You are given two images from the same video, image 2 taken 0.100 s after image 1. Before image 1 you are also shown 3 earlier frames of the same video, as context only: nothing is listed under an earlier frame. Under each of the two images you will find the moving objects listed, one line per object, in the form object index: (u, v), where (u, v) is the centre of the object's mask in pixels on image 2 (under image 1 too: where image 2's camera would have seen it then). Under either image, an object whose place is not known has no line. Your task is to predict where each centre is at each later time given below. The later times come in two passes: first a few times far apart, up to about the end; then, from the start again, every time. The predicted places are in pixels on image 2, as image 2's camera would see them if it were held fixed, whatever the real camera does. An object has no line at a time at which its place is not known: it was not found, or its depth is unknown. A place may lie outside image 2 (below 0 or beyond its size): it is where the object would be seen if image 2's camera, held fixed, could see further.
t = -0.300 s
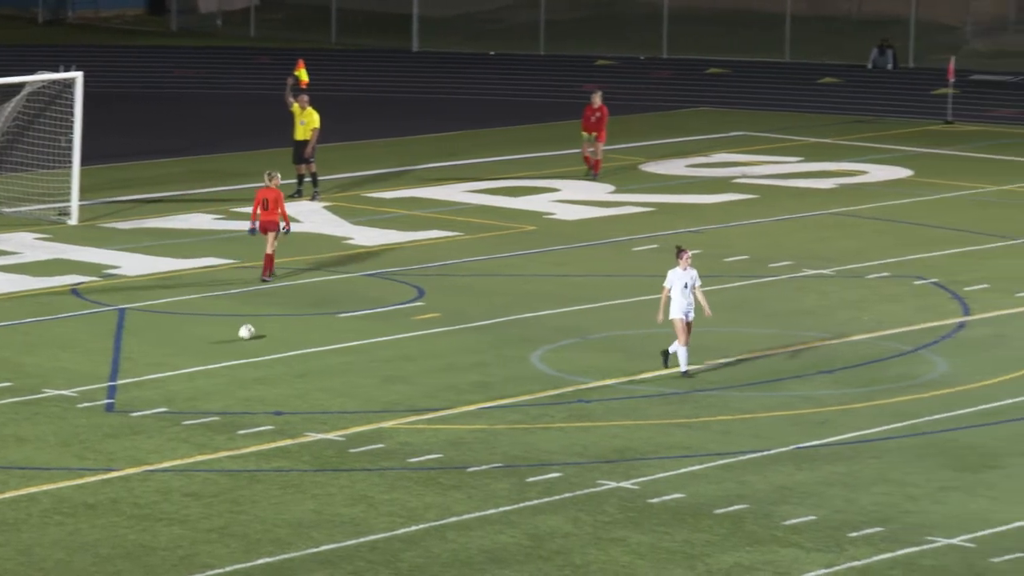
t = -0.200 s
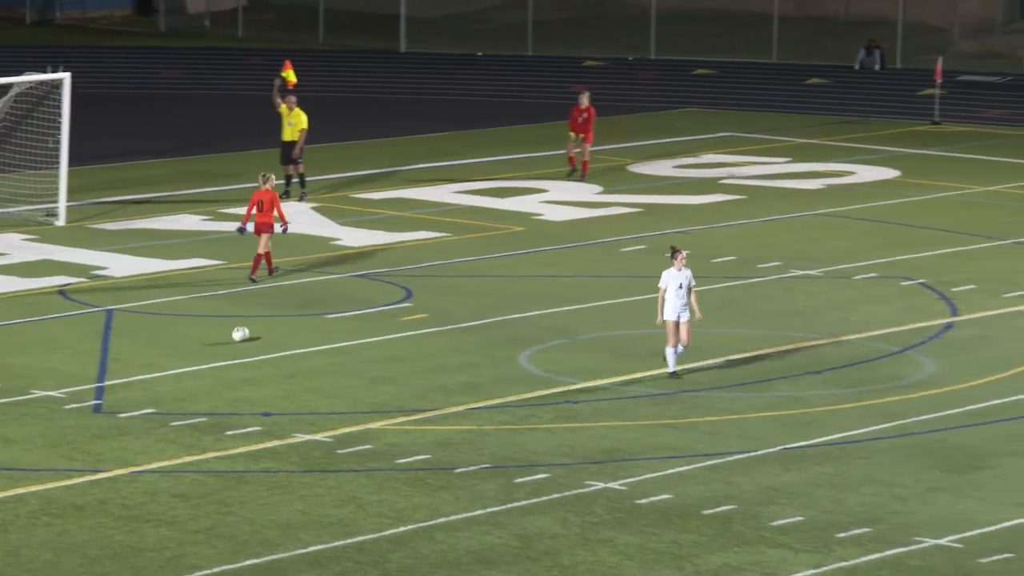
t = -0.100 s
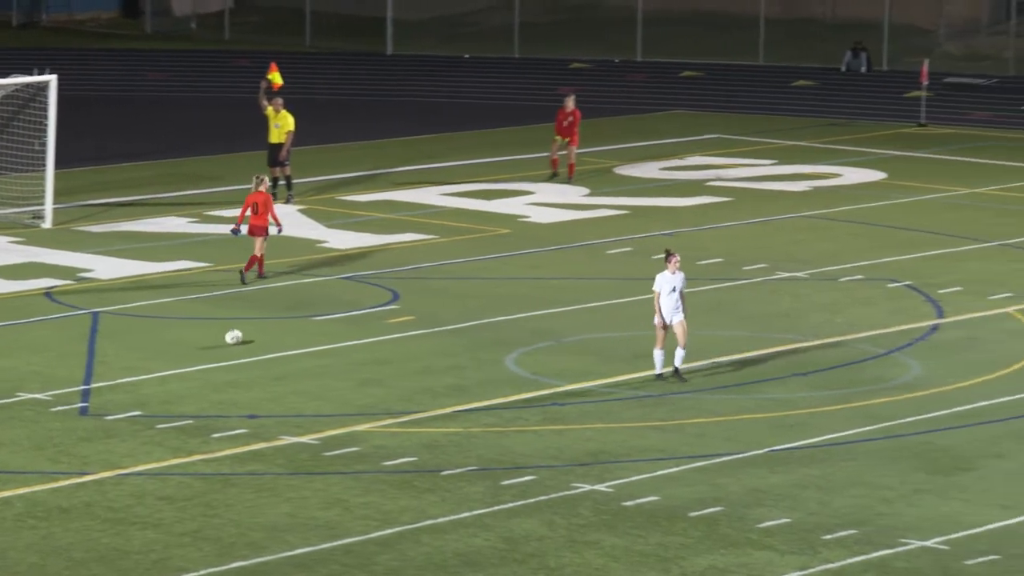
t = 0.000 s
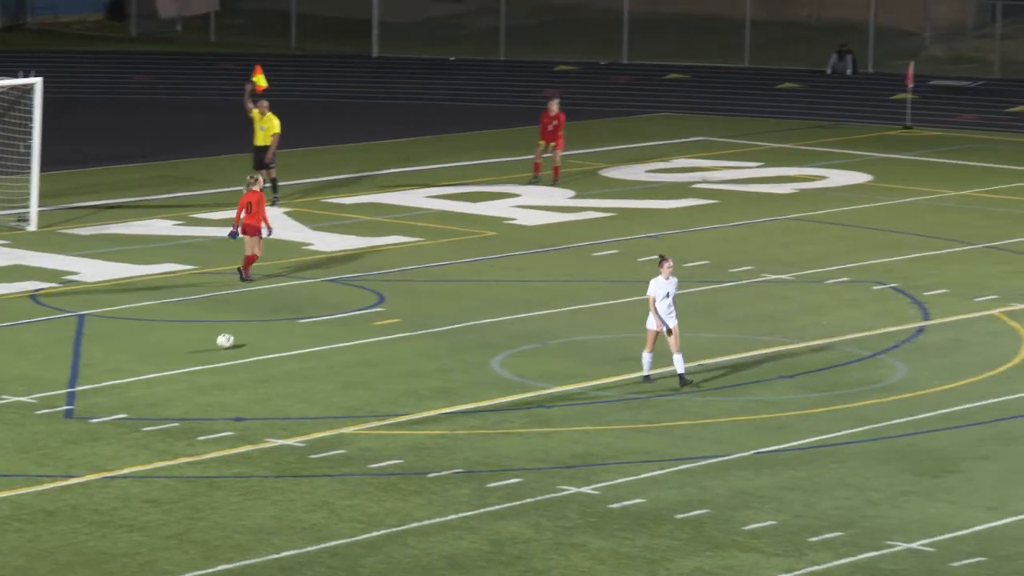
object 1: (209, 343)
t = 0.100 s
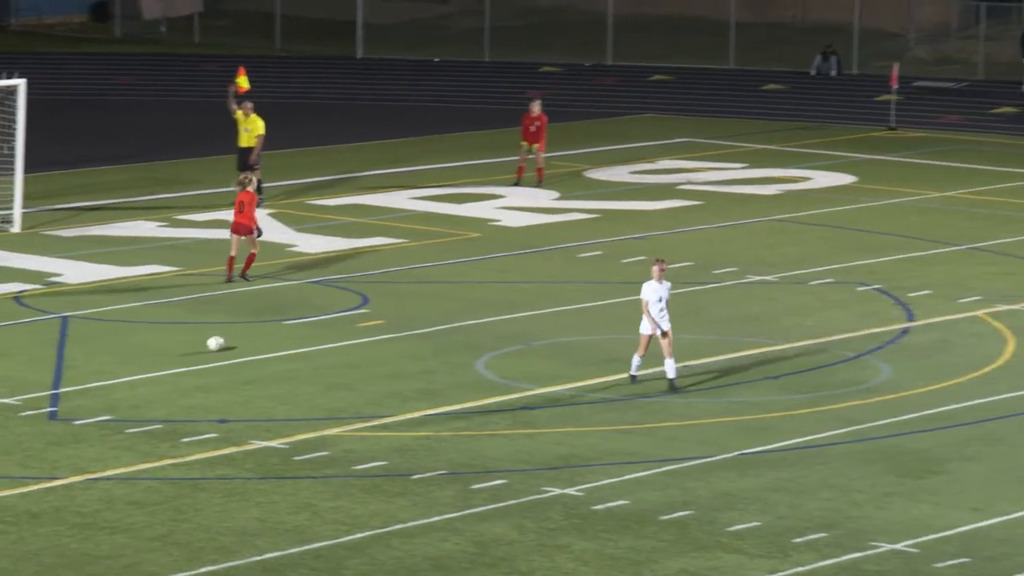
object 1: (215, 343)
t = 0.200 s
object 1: (221, 344)
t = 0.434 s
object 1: (234, 347)
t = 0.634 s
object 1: (245, 348)
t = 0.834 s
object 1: (254, 350)
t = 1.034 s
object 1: (264, 351)
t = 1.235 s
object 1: (273, 352)
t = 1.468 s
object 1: (282, 354)
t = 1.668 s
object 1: (289, 355)
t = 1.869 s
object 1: (295, 356)
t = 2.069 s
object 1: (301, 357)
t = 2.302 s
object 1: (307, 357)
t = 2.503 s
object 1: (310, 357)
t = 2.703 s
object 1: (313, 358)
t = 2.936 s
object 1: (316, 359)
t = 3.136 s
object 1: (318, 359)
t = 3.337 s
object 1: (319, 359)
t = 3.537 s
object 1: (320, 359)
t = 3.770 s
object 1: (320, 359)
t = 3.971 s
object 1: (320, 359)
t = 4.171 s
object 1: (320, 359)
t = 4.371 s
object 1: (321, 359)
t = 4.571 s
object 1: (321, 359)
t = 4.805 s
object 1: (322, 360)
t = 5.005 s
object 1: (321, 360)
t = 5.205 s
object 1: (322, 360)
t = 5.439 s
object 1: (322, 360)
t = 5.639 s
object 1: (322, 360)
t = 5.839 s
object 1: (322, 360)
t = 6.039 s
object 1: (322, 360)
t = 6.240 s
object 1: (322, 360)
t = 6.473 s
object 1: (322, 360)
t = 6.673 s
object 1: (322, 360)
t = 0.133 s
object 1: (217, 344)
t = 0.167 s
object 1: (219, 344)
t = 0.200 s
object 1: (221, 344)
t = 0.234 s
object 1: (223, 345)
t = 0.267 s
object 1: (225, 345)
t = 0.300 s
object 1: (226, 346)
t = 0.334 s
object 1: (228, 346)
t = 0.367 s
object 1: (230, 346)
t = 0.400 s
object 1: (232, 346)
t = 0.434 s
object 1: (234, 347)
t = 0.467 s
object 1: (236, 347)
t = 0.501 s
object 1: (238, 347)
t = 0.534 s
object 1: (239, 348)
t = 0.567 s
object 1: (241, 348)
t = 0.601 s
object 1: (243, 348)
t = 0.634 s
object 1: (245, 348)
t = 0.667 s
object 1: (247, 348)
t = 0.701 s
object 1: (248, 349)
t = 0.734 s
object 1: (250, 349)
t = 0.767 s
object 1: (252, 350)
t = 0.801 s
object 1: (253, 350)
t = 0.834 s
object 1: (254, 350)
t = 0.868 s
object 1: (256, 350)
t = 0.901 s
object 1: (258, 351)
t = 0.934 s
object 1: (259, 351)
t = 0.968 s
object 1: (261, 351)
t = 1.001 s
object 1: (262, 351)
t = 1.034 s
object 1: (264, 351)
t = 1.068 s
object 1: (265, 351)
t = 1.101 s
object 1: (267, 352)
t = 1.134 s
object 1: (268, 352)
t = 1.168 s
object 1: (270, 352)
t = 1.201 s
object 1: (271, 352)
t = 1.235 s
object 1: (273, 352)
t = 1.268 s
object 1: (274, 352)
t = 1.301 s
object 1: (275, 352)
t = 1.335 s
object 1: (277, 353)
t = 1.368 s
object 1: (278, 353)
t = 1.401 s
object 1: (279, 353)
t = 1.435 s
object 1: (281, 353)
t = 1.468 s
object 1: (282, 354)
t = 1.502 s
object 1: (284, 354)
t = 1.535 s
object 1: (284, 354)
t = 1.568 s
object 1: (286, 354)
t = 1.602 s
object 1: (287, 355)
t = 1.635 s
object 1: (288, 355)
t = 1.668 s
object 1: (289, 355)
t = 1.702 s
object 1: (290, 355)
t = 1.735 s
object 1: (291, 355)
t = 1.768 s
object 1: (292, 355)
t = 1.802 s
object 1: (293, 355)
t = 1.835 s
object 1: (294, 356)
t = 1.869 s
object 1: (295, 356)
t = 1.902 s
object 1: (296, 356)
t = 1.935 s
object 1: (297, 356)
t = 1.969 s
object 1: (298, 356)
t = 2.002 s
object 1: (299, 357)
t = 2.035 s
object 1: (300, 357)
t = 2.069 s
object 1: (301, 357)
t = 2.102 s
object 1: (302, 357)
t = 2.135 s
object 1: (302, 357)
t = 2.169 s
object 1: (304, 357)
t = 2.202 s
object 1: (304, 357)
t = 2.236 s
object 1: (305, 357)
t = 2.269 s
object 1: (306, 357)
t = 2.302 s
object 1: (307, 357)
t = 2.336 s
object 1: (307, 358)
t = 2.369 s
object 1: (308, 358)
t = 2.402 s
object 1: (309, 357)
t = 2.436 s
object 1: (309, 358)
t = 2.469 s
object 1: (310, 358)
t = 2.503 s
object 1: (310, 357)
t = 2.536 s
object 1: (311, 358)
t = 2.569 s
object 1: (312, 358)
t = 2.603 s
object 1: (312, 358)
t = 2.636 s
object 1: (312, 358)
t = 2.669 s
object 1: (313, 358)
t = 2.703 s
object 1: (313, 358)
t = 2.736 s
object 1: (314, 358)
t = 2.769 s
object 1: (314, 358)
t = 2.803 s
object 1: (314, 359)
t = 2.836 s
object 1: (315, 358)
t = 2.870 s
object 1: (315, 358)
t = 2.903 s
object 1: (315, 358)
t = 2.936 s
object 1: (316, 359)
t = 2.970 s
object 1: (316, 359)
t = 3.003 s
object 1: (316, 359)
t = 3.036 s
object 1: (317, 359)
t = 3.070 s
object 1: (317, 359)
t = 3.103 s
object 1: (318, 359)
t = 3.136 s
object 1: (318, 359)
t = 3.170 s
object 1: (318, 359)
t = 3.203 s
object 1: (318, 359)
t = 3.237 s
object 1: (318, 359)
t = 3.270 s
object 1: (318, 359)
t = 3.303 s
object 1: (319, 359)
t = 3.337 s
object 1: (319, 359)
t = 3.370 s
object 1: (319, 359)
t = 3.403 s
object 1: (319, 359)
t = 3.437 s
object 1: (320, 359)
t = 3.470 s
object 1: (320, 359)
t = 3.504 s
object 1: (320, 359)
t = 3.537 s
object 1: (320, 359)
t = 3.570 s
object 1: (320, 359)
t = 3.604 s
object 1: (320, 359)
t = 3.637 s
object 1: (320, 359)
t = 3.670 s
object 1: (320, 359)
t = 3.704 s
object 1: (320, 359)
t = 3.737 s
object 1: (320, 359)
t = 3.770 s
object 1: (320, 359)
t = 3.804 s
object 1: (320, 359)
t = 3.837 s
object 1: (321, 359)
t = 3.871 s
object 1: (321, 358)
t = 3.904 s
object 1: (320, 359)
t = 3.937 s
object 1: (321, 359)
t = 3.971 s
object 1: (320, 359)
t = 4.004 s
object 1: (320, 359)
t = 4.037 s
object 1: (320, 359)
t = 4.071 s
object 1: (320, 359)
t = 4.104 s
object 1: (320, 359)
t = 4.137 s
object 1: (320, 359)
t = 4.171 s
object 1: (320, 359)
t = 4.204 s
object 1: (320, 359)
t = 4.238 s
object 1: (320, 359)
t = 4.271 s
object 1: (320, 359)
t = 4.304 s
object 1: (321, 359)
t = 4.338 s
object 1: (320, 359)
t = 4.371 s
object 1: (321, 359)
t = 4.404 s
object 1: (321, 359)
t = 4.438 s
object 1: (321, 360)
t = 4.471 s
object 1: (321, 360)
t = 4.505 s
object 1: (321, 359)
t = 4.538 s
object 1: (321, 360)
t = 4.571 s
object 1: (321, 359)
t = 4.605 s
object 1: (321, 359)
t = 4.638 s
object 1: (321, 359)
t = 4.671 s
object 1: (322, 360)
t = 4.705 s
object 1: (321, 359)
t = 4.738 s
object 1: (321, 359)
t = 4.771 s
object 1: (322, 360)
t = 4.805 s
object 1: (322, 360)
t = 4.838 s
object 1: (322, 360)
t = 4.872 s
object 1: (322, 360)
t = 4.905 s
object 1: (322, 360)
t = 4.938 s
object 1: (322, 360)
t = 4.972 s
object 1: (322, 360)
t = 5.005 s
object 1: (321, 360)
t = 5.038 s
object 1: (322, 360)
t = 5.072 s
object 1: (322, 360)
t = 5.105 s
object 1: (322, 360)
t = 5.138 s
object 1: (322, 360)
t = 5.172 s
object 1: (322, 360)
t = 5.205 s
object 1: (322, 360)
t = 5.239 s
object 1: (322, 360)
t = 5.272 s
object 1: (322, 360)
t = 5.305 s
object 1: (322, 360)
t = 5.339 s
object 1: (322, 360)
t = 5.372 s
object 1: (322, 360)
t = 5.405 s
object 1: (322, 360)
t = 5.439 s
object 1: (322, 360)
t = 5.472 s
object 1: (322, 360)
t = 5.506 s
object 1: (322, 360)
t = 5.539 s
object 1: (322, 360)
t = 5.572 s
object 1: (322, 360)
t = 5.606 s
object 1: (322, 360)
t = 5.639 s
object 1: (322, 360)
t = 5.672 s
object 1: (322, 360)
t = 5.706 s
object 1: (322, 360)
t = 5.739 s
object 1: (322, 360)
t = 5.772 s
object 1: (322, 360)
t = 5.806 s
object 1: (322, 360)
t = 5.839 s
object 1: (322, 360)
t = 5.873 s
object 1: (322, 360)
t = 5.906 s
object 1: (322, 360)
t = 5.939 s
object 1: (322, 360)
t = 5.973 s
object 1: (322, 360)
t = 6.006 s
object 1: (322, 360)
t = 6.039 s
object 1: (322, 360)
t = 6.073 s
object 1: (322, 360)
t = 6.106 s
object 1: (322, 360)
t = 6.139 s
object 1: (322, 360)
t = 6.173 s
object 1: (322, 360)
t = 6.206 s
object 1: (322, 360)
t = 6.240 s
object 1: (322, 360)
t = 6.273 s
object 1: (322, 360)
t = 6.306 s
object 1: (322, 360)
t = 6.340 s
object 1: (322, 360)
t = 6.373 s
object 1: (322, 360)
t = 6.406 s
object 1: (322, 360)
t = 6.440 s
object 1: (322, 360)
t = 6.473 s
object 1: (322, 360)
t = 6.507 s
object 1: (322, 360)
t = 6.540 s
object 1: (322, 360)
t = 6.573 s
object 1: (322, 360)
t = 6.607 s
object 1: (322, 360)
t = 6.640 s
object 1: (322, 360)
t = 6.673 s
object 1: (322, 360)
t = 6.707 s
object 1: (322, 360)
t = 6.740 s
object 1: (322, 360)
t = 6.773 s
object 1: (322, 360)
